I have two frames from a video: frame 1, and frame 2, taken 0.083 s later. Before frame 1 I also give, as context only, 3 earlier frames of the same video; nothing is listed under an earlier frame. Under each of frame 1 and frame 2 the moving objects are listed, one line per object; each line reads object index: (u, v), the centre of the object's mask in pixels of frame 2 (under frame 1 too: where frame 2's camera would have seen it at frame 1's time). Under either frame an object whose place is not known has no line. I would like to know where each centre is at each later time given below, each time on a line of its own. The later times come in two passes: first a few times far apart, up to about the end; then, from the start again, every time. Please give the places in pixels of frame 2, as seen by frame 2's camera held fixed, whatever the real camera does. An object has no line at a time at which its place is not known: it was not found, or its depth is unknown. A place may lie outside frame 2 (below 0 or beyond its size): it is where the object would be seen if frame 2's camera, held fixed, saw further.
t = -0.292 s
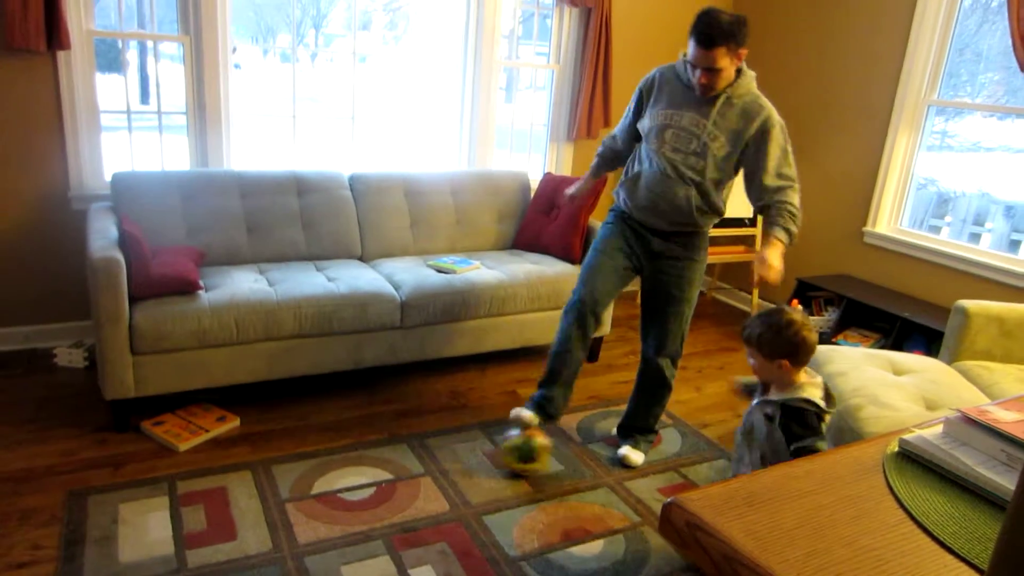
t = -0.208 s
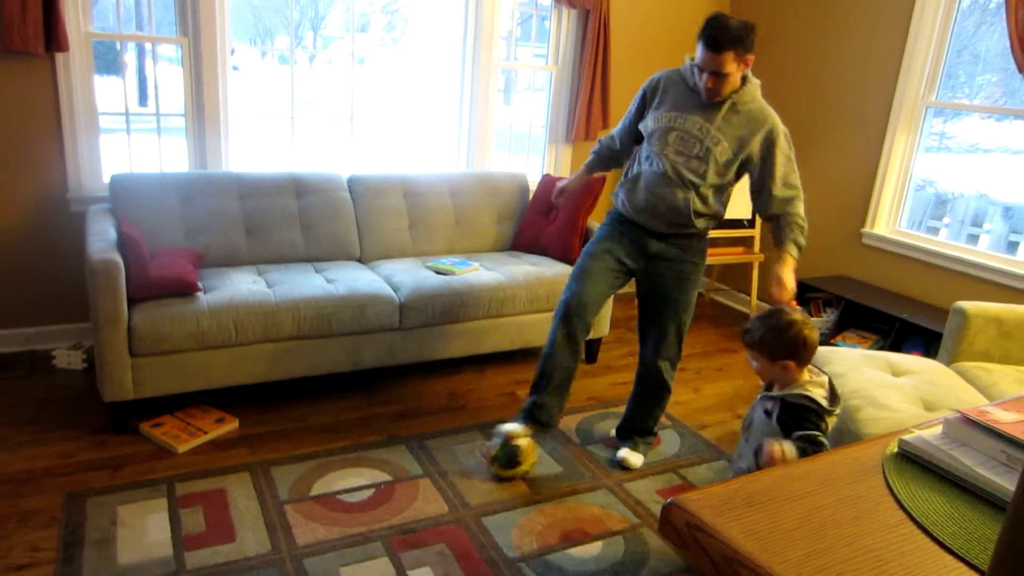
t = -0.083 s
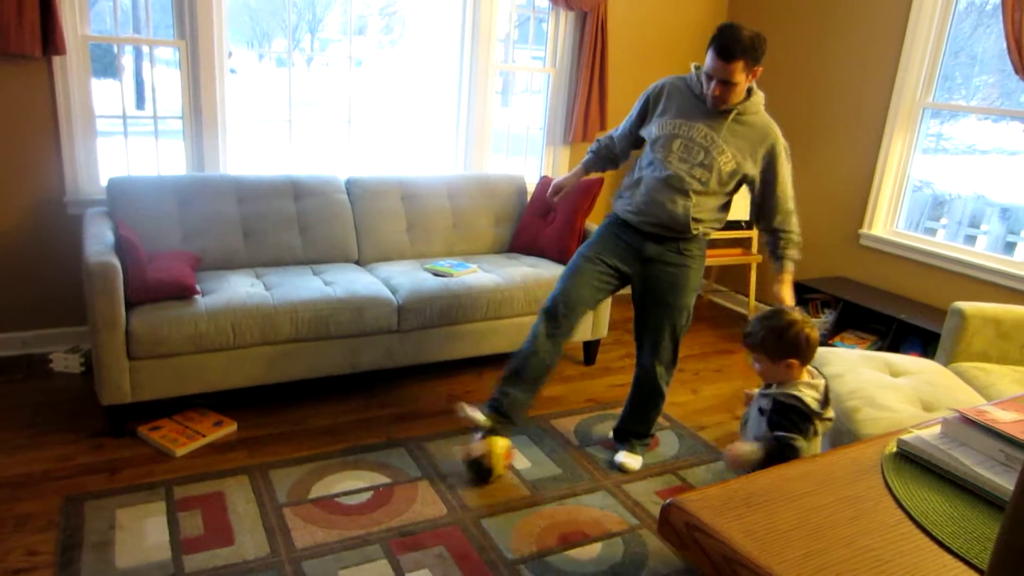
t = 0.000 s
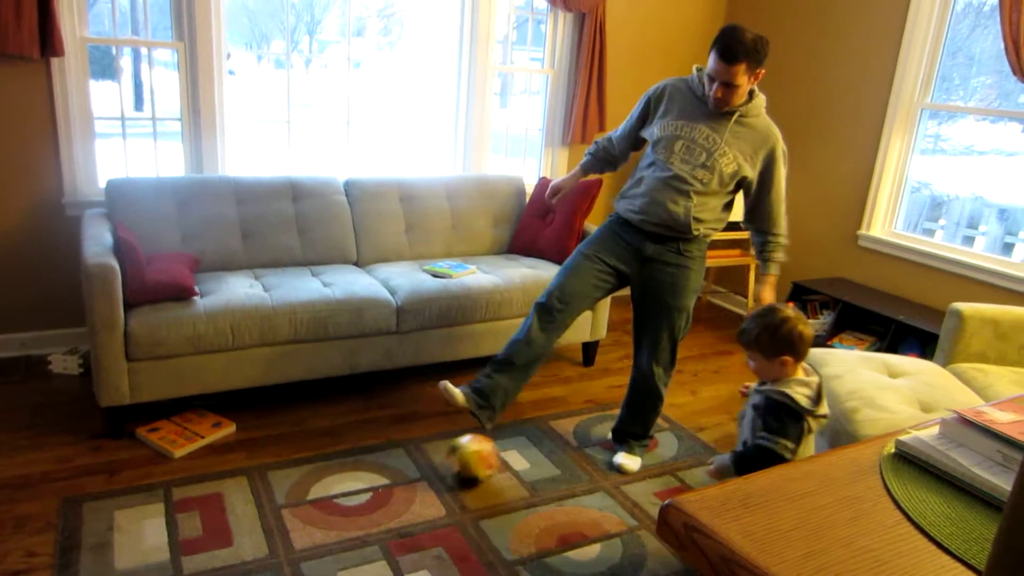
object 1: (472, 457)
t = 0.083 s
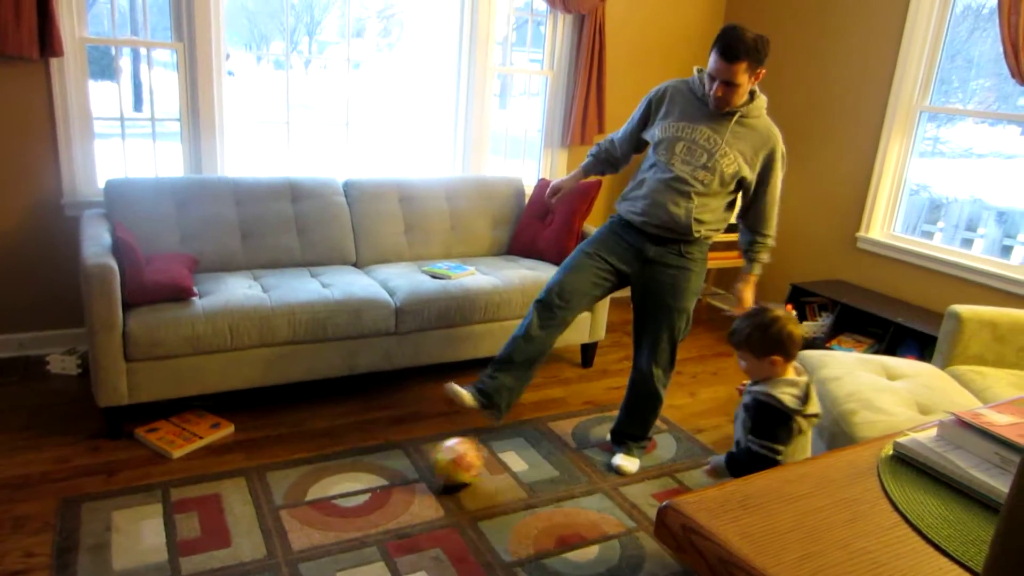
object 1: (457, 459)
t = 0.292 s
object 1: (424, 465)
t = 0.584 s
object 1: (385, 472)
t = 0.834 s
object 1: (351, 478)
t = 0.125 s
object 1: (450, 461)
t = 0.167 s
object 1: (444, 462)
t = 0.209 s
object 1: (437, 463)
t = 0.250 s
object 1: (431, 464)
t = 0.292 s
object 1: (424, 465)
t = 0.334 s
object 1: (417, 466)
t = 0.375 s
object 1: (411, 467)
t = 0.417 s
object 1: (407, 468)
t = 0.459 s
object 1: (401, 469)
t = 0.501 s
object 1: (396, 470)
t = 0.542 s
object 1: (390, 471)
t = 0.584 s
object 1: (385, 472)
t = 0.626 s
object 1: (380, 472)
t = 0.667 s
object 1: (375, 474)
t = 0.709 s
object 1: (368, 476)
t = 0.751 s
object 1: (362, 477)
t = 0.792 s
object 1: (356, 478)
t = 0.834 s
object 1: (351, 478)
